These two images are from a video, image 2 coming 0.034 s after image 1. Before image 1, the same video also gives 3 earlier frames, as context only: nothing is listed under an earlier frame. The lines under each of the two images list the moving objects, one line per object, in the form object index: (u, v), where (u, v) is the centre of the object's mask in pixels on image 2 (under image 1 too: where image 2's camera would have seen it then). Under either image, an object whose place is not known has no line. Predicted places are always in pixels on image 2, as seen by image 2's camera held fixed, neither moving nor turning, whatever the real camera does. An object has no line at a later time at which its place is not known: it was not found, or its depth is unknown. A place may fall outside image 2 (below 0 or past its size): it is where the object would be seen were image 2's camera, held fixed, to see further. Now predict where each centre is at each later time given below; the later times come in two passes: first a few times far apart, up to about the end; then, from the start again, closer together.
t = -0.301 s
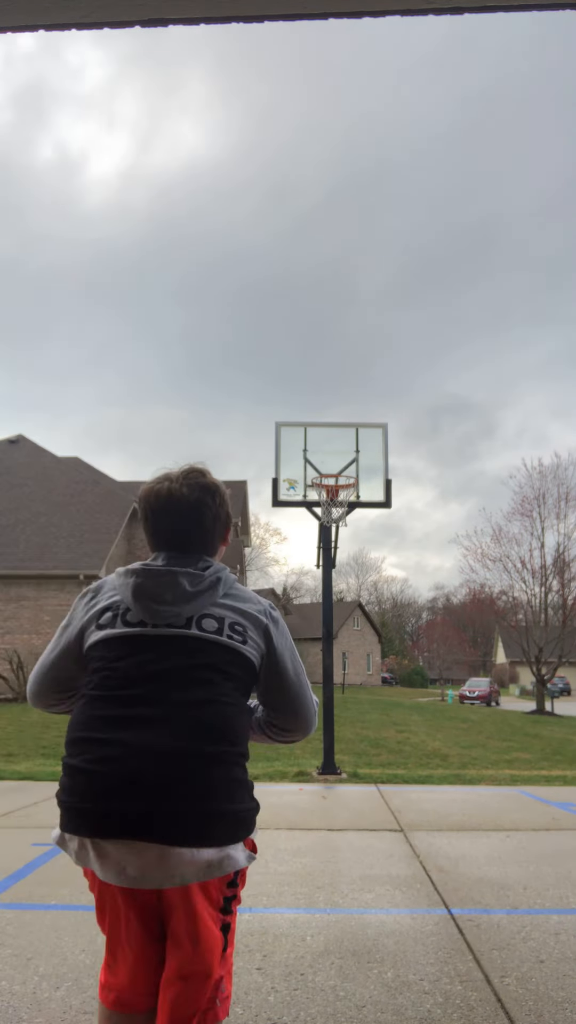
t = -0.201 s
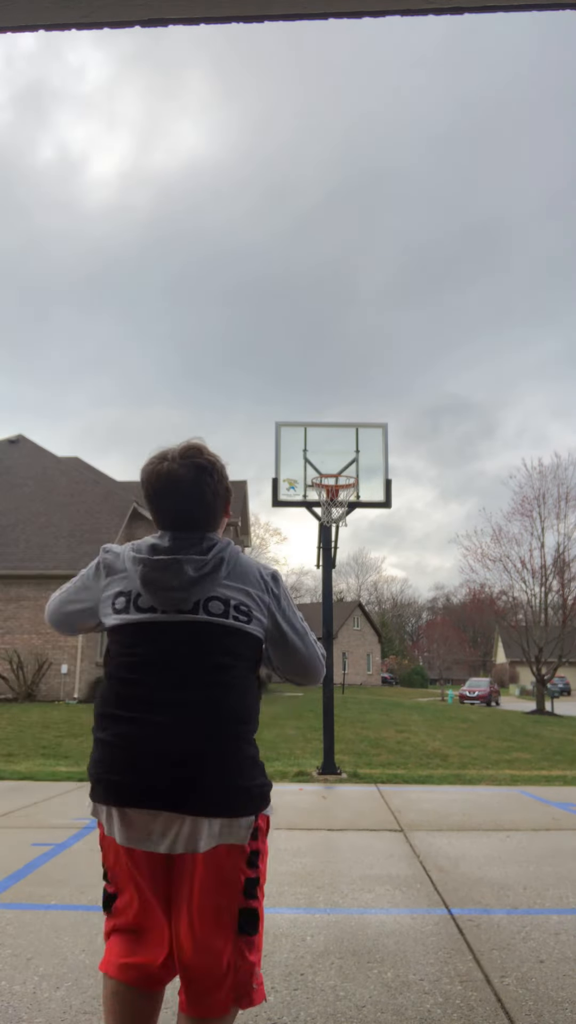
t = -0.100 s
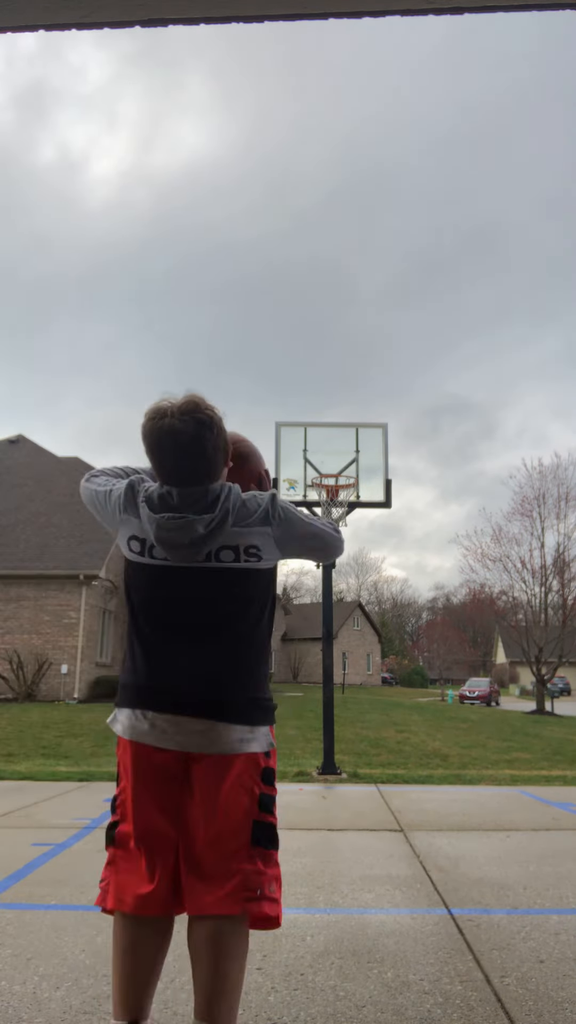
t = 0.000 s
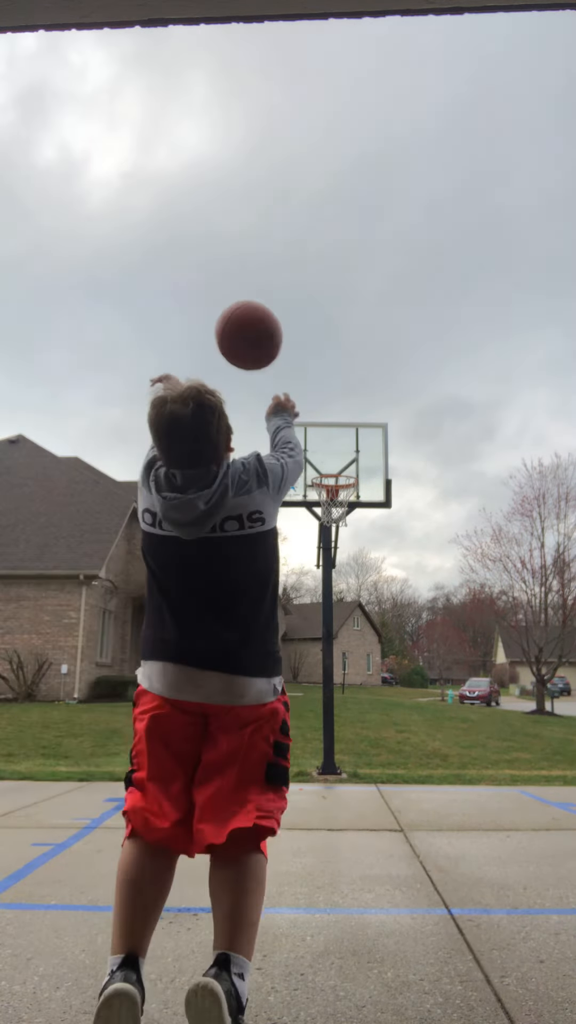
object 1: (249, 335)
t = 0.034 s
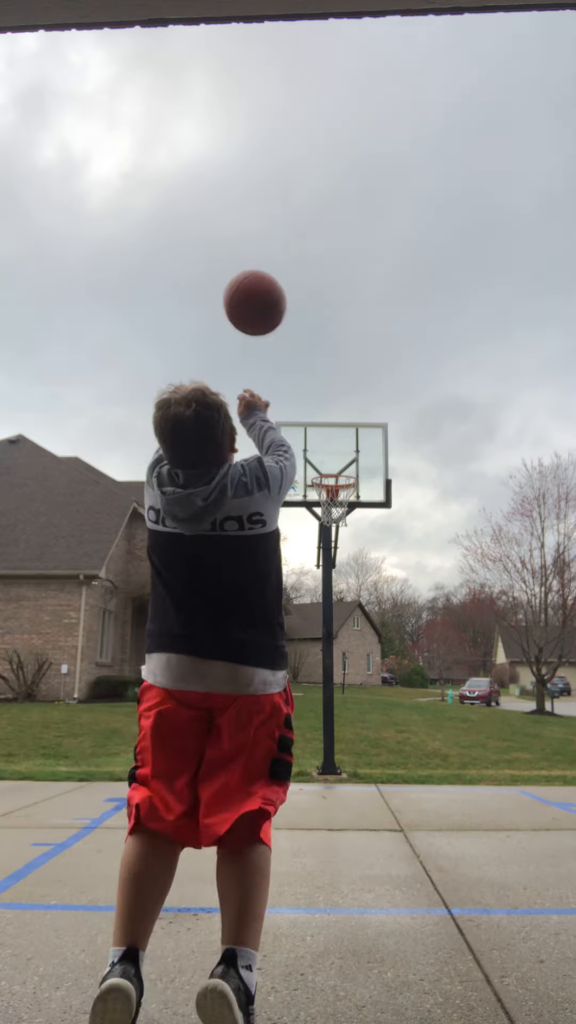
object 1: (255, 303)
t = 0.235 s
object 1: (278, 209)
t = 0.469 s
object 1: (295, 212)
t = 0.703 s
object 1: (307, 274)
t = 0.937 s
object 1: (315, 370)
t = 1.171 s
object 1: (318, 459)
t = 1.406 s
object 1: (310, 444)
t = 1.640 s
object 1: (303, 473)
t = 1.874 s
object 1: (297, 532)
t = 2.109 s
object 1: (290, 649)
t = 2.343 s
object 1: (284, 741)
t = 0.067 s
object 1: (260, 276)
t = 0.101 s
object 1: (265, 255)
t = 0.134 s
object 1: (268, 239)
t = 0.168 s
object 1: (272, 226)
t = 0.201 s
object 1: (275, 216)
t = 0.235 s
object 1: (278, 209)
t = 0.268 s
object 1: (281, 204)
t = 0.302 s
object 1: (284, 201)
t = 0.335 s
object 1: (286, 201)
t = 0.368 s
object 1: (289, 201)
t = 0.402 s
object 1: (291, 204)
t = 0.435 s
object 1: (293, 207)
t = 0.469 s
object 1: (295, 212)
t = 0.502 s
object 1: (297, 218)
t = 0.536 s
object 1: (299, 226)
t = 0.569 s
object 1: (301, 234)
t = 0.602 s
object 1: (302, 242)
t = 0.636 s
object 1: (304, 252)
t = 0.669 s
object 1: (305, 263)
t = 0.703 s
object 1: (307, 274)
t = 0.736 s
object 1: (308, 286)
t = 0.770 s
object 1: (310, 299)
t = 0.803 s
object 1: (311, 312)
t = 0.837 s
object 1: (312, 326)
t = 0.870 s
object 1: (313, 340)
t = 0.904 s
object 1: (314, 355)
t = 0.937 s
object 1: (315, 370)
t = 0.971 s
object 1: (316, 386)
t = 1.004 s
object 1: (317, 403)
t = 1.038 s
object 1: (318, 419)
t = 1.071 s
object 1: (319, 437)
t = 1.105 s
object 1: (319, 454)
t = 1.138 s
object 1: (319, 466)
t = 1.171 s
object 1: (318, 459)
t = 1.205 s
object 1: (317, 454)
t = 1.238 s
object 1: (316, 450)
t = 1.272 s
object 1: (315, 447)
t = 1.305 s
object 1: (313, 445)
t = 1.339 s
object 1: (312, 443)
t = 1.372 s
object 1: (311, 443)
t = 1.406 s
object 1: (310, 444)
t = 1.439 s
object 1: (309, 446)
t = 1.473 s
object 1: (308, 449)
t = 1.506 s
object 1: (307, 453)
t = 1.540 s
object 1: (306, 457)
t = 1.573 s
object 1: (305, 463)
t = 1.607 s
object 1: (304, 469)
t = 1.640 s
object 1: (303, 473)
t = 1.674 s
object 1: (302, 479)
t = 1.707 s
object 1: (301, 484)
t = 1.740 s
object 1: (300, 492)
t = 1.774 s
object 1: (300, 500)
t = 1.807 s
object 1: (299, 509)
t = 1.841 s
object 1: (298, 520)
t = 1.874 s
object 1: (297, 532)
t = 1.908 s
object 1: (296, 544)
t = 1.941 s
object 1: (295, 559)
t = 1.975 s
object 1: (294, 574)
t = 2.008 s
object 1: (293, 591)
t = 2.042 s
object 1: (292, 609)
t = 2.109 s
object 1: (290, 649)
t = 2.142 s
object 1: (289, 671)
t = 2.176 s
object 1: (289, 695)
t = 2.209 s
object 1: (287, 721)
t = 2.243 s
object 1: (286, 749)
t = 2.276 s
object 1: (285, 779)
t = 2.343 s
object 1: (284, 741)
